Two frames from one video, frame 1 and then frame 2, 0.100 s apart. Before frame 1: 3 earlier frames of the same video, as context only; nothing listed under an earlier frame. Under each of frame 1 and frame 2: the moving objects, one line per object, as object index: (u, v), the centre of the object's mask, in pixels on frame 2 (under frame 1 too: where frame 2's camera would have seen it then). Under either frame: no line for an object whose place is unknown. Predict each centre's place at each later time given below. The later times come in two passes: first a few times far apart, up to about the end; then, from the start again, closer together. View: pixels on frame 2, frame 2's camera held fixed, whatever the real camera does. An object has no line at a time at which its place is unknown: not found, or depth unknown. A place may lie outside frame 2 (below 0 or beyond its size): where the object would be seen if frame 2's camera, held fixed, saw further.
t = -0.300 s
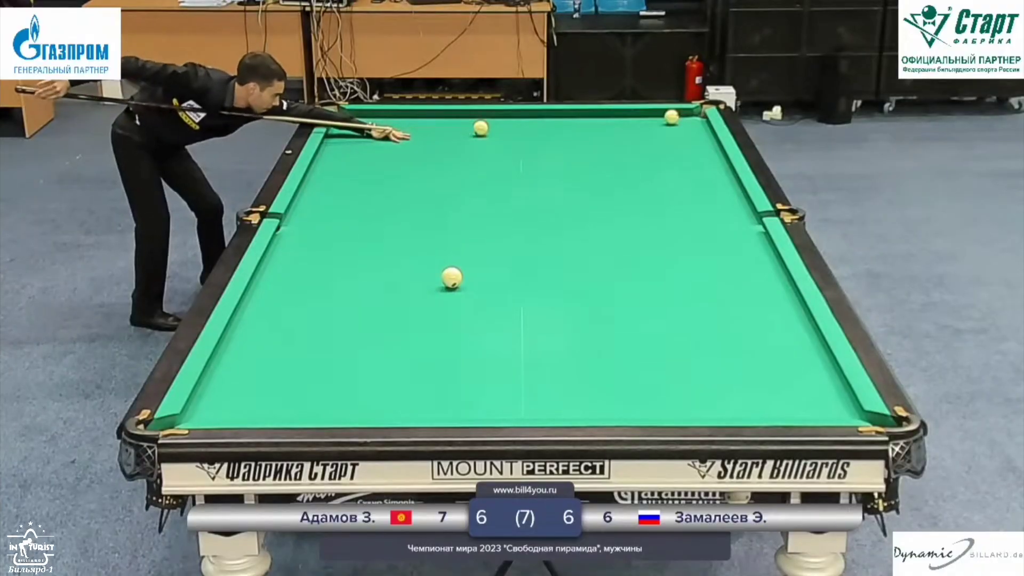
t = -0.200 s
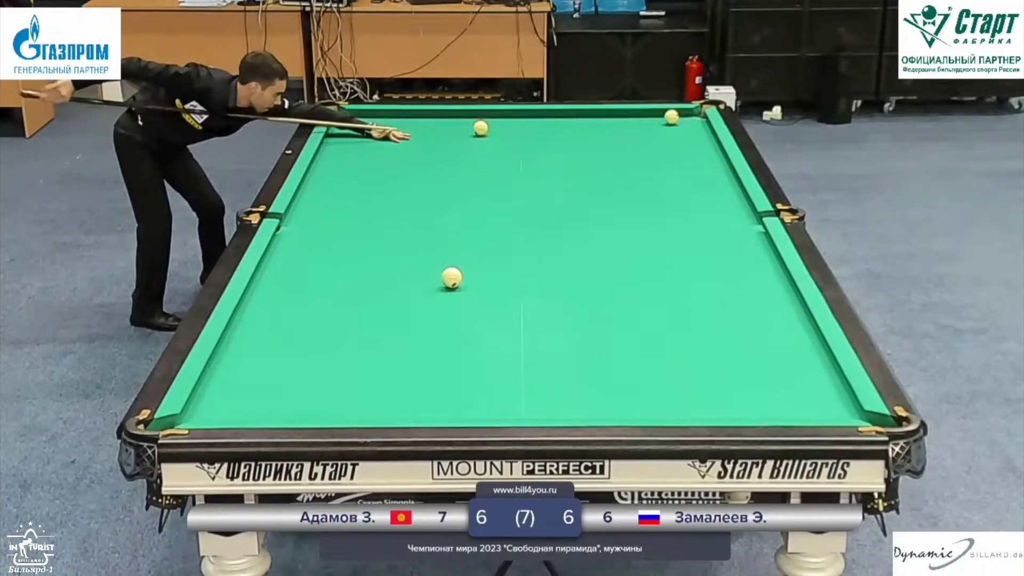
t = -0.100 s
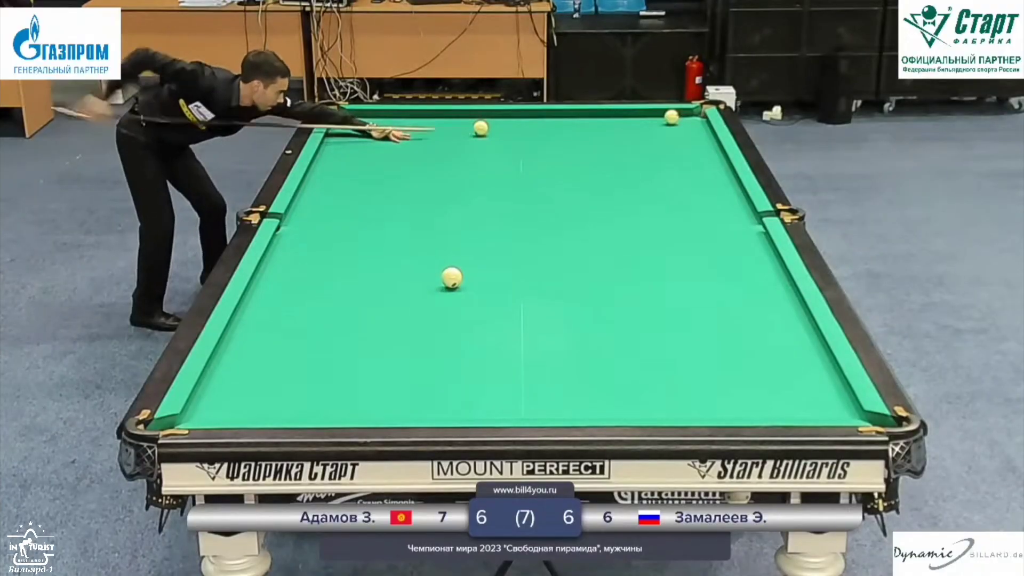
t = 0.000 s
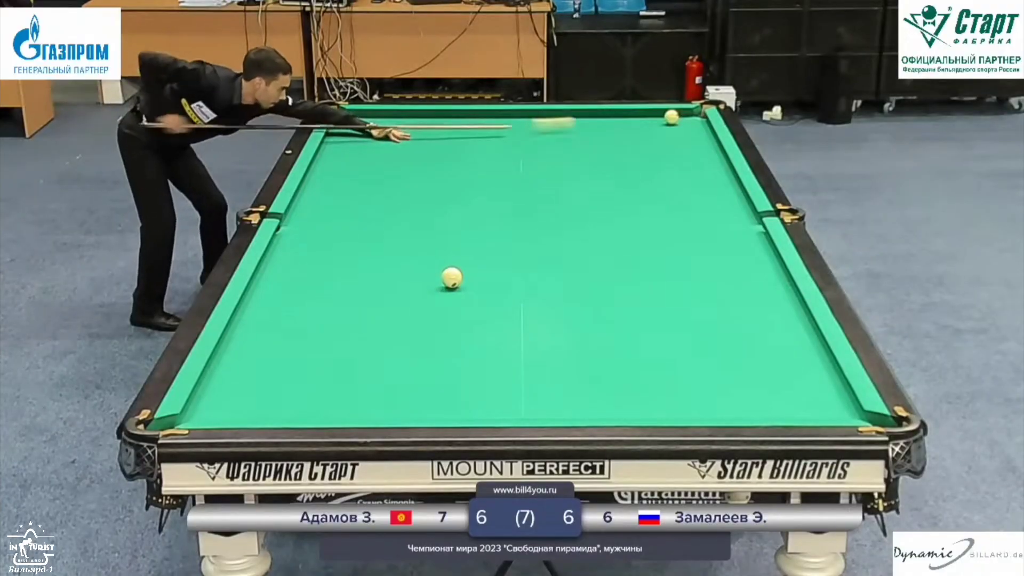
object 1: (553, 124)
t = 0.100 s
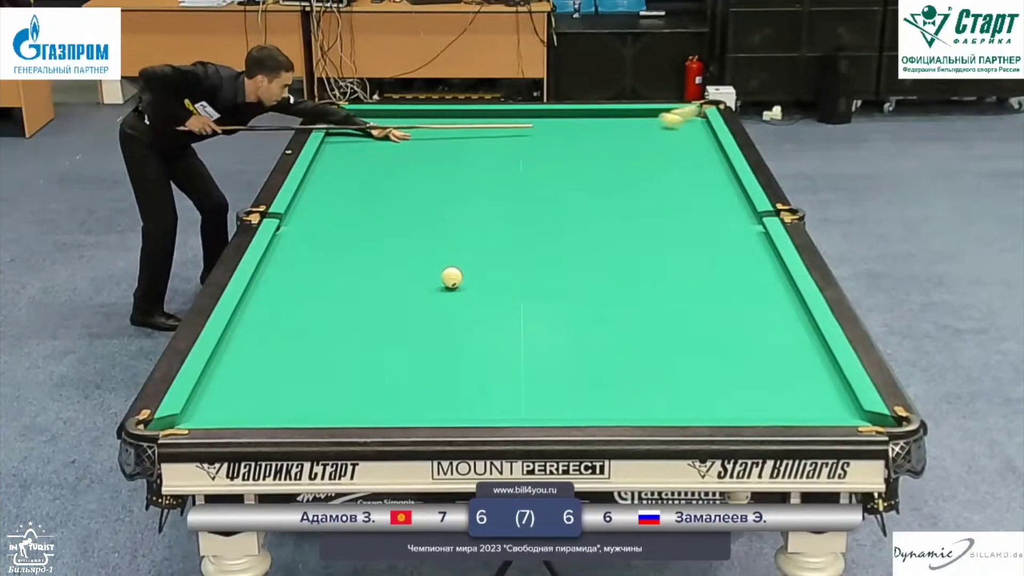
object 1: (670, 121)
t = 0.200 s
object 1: (700, 132)
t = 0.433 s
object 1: (628, 159)
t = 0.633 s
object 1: (571, 181)
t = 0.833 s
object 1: (511, 205)
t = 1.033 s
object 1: (443, 232)
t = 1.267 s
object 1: (355, 267)
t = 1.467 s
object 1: (268, 301)
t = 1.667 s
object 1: (280, 330)
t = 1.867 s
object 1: (311, 359)
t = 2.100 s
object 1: (346, 398)
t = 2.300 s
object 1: (372, 407)
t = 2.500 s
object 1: (390, 388)
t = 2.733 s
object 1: (410, 370)
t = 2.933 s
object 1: (425, 355)
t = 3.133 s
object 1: (439, 341)
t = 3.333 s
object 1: (453, 329)
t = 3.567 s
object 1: (468, 315)
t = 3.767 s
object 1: (479, 304)
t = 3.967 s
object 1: (490, 294)
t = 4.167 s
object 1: (501, 284)
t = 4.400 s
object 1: (512, 274)
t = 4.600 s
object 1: (522, 266)
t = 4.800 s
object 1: (530, 258)
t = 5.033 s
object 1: (540, 249)
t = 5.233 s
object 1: (548, 242)
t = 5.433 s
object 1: (555, 236)
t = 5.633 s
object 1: (562, 229)
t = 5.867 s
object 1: (569, 223)
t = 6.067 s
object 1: (575, 218)
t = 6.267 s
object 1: (581, 213)
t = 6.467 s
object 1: (586, 208)
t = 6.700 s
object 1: (592, 203)
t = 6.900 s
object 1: (597, 199)
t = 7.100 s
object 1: (617, 182)
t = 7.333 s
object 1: (642, 160)
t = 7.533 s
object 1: (642, 160)
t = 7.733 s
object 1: (642, 160)
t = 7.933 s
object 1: (642, 160)
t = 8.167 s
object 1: (642, 160)
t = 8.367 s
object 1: (642, 160)
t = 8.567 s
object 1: (642, 160)
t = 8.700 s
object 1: (642, 160)
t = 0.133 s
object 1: (689, 124)
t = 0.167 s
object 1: (704, 127)
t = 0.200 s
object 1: (700, 132)
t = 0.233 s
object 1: (689, 136)
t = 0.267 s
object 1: (679, 140)
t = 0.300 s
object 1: (669, 143)
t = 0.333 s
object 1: (658, 147)
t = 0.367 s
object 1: (648, 151)
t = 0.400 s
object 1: (638, 155)
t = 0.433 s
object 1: (628, 159)
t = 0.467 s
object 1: (618, 163)
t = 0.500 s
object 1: (609, 166)
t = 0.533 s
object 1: (599, 170)
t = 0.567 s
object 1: (591, 173)
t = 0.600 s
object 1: (581, 177)
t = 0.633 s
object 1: (571, 181)
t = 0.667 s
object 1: (562, 185)
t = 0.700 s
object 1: (552, 189)
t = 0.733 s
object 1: (541, 193)
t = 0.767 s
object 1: (531, 197)
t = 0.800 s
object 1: (522, 201)
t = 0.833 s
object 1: (511, 205)
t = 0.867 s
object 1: (500, 209)
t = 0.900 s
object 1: (489, 213)
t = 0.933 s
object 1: (478, 218)
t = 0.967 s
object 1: (467, 222)
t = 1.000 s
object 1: (455, 227)
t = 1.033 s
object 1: (443, 232)
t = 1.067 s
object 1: (431, 236)
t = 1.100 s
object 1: (419, 241)
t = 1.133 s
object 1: (407, 246)
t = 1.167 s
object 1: (395, 251)
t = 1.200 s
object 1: (382, 256)
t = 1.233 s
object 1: (368, 262)
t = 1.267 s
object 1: (355, 267)
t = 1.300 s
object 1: (341, 272)
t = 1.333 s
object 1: (327, 278)
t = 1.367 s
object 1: (313, 283)
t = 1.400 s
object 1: (298, 289)
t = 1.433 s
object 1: (283, 295)
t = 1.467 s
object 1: (268, 301)
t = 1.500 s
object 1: (252, 307)
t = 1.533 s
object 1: (249, 312)
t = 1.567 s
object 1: (258, 316)
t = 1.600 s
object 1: (266, 321)
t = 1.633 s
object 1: (274, 325)
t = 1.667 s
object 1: (280, 330)
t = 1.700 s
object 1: (286, 335)
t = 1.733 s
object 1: (292, 339)
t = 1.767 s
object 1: (297, 345)
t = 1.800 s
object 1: (301, 349)
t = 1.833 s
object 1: (306, 354)
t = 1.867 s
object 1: (311, 359)
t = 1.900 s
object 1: (315, 365)
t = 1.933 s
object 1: (320, 370)
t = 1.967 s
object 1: (325, 375)
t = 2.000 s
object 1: (330, 381)
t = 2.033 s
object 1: (335, 386)
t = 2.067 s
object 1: (340, 392)
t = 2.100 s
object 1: (346, 398)
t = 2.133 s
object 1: (350, 403)
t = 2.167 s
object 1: (356, 408)
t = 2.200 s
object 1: (361, 412)
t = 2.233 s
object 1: (367, 413)
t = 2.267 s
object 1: (370, 410)
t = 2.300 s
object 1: (372, 407)
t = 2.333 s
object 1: (375, 404)
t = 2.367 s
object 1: (378, 400)
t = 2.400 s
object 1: (381, 397)
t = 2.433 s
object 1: (384, 394)
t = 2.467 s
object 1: (387, 391)
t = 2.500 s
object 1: (390, 388)
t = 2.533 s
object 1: (393, 385)
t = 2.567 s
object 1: (396, 383)
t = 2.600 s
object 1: (399, 380)
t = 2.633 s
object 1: (402, 377)
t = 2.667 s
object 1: (404, 375)
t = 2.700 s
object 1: (407, 372)
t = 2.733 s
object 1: (410, 370)
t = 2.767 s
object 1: (412, 368)
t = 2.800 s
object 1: (415, 365)
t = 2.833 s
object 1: (418, 362)
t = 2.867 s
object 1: (420, 360)
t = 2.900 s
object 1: (423, 357)
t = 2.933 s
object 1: (425, 355)
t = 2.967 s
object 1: (427, 353)
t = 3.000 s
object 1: (430, 350)
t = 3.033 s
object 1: (432, 348)
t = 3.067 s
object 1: (435, 346)
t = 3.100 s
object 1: (437, 344)
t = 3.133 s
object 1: (439, 341)
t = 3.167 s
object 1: (441, 340)
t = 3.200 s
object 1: (444, 337)
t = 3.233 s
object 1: (446, 335)
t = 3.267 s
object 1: (449, 333)
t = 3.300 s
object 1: (451, 331)
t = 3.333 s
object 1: (453, 329)
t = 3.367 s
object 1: (455, 326)
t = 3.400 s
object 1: (457, 324)
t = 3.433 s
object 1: (459, 323)
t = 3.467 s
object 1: (462, 321)
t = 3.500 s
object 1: (463, 319)
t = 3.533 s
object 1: (466, 317)
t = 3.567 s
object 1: (468, 315)
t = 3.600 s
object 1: (470, 313)
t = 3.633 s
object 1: (472, 311)
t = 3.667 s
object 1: (473, 309)
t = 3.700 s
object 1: (476, 307)
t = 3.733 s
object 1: (477, 306)
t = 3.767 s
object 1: (479, 304)
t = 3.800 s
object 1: (481, 302)
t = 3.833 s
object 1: (483, 300)
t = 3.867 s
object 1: (485, 299)
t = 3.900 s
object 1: (487, 297)
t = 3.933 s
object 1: (488, 295)
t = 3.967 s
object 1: (490, 294)
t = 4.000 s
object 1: (492, 292)
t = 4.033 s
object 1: (494, 290)
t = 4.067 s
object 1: (496, 289)
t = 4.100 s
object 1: (497, 287)
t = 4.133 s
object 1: (499, 286)
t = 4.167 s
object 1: (501, 284)
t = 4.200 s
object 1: (503, 283)
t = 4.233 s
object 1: (504, 281)
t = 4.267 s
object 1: (506, 280)
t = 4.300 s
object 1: (508, 278)
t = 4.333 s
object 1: (509, 276)
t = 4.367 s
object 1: (511, 275)
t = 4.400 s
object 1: (512, 274)
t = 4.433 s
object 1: (514, 272)
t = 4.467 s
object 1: (516, 271)
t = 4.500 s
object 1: (517, 269)
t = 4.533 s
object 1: (518, 268)
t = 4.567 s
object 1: (520, 267)
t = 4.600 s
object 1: (522, 266)
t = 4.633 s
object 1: (523, 264)
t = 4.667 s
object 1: (524, 263)
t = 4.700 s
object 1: (526, 262)
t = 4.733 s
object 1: (528, 260)
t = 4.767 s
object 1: (529, 259)
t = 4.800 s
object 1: (530, 258)
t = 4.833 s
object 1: (532, 256)
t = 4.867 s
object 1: (533, 255)
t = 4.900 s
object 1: (535, 254)
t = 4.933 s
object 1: (536, 253)
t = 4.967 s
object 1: (537, 251)
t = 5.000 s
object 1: (539, 250)
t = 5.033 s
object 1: (540, 249)
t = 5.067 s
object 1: (542, 248)
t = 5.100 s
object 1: (543, 247)
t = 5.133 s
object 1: (544, 246)
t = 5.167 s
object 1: (545, 244)
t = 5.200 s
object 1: (547, 243)
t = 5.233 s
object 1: (548, 242)
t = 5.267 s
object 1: (549, 241)
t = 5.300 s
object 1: (550, 240)
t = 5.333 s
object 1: (551, 239)
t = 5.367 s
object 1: (552, 238)
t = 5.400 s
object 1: (554, 237)
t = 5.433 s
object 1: (555, 236)
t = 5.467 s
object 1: (556, 235)
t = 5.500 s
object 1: (557, 234)
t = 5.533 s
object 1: (558, 233)
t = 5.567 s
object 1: (559, 232)
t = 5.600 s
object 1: (560, 231)
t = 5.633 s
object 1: (562, 229)
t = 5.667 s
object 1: (563, 229)
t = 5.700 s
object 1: (564, 228)
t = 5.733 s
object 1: (565, 227)
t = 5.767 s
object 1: (566, 226)
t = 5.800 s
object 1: (567, 225)
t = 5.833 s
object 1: (568, 224)
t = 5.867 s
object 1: (569, 223)
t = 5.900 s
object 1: (570, 222)
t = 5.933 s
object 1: (571, 221)
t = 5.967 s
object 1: (572, 220)
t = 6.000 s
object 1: (573, 220)
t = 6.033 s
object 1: (574, 219)
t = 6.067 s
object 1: (575, 218)
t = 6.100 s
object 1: (576, 217)
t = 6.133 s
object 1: (577, 216)
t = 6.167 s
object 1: (578, 215)
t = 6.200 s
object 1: (579, 215)
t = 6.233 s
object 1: (580, 214)
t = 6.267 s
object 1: (581, 213)
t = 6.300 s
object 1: (582, 212)
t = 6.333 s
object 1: (583, 211)
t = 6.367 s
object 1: (584, 210)
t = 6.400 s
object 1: (585, 210)
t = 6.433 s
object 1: (586, 209)
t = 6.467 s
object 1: (586, 208)
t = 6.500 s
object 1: (587, 208)
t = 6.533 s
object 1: (588, 207)
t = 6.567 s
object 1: (589, 206)
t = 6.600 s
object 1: (590, 205)
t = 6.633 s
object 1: (591, 205)
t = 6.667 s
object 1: (592, 204)
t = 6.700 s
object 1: (592, 203)
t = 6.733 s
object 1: (593, 203)
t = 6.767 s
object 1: (594, 202)
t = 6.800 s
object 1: (595, 201)
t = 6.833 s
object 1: (596, 201)
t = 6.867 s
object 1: (596, 200)
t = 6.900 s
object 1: (597, 199)
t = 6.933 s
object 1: (598, 199)
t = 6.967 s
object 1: (599, 198)
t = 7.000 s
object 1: (600, 197)
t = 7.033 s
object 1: (605, 192)
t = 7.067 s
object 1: (614, 185)
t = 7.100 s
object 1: (617, 182)
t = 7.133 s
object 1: (623, 177)
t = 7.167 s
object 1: (628, 173)
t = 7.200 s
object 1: (633, 169)
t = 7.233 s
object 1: (637, 166)
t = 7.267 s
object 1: (640, 163)
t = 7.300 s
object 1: (642, 161)
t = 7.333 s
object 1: (642, 160)
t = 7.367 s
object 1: (642, 159)
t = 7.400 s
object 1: (642, 160)
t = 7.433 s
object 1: (642, 160)
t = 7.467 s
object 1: (642, 160)
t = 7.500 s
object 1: (642, 160)
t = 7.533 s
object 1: (642, 160)
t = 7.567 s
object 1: (642, 160)
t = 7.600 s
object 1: (642, 160)
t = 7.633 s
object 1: (642, 160)
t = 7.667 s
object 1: (642, 160)
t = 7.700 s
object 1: (642, 160)
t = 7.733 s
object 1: (642, 160)
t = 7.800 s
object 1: (642, 160)
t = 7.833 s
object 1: (642, 160)
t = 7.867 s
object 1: (642, 160)
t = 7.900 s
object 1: (642, 160)
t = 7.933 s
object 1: (642, 160)
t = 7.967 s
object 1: (642, 160)
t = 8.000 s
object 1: (642, 160)
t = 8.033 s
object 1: (642, 160)
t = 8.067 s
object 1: (642, 160)
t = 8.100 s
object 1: (642, 160)
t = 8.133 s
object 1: (642, 160)
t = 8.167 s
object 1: (642, 160)
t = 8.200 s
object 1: (642, 160)
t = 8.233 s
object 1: (642, 160)
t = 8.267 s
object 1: (642, 160)
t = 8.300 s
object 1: (642, 160)
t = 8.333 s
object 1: (642, 160)
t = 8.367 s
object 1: (642, 160)
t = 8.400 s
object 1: (642, 160)
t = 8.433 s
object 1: (642, 160)
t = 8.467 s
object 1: (642, 160)
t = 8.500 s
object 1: (642, 160)
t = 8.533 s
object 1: (642, 160)
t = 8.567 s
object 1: (642, 160)
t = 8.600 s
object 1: (642, 160)
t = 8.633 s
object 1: (642, 160)
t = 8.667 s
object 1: (642, 160)
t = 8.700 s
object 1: (642, 160)
